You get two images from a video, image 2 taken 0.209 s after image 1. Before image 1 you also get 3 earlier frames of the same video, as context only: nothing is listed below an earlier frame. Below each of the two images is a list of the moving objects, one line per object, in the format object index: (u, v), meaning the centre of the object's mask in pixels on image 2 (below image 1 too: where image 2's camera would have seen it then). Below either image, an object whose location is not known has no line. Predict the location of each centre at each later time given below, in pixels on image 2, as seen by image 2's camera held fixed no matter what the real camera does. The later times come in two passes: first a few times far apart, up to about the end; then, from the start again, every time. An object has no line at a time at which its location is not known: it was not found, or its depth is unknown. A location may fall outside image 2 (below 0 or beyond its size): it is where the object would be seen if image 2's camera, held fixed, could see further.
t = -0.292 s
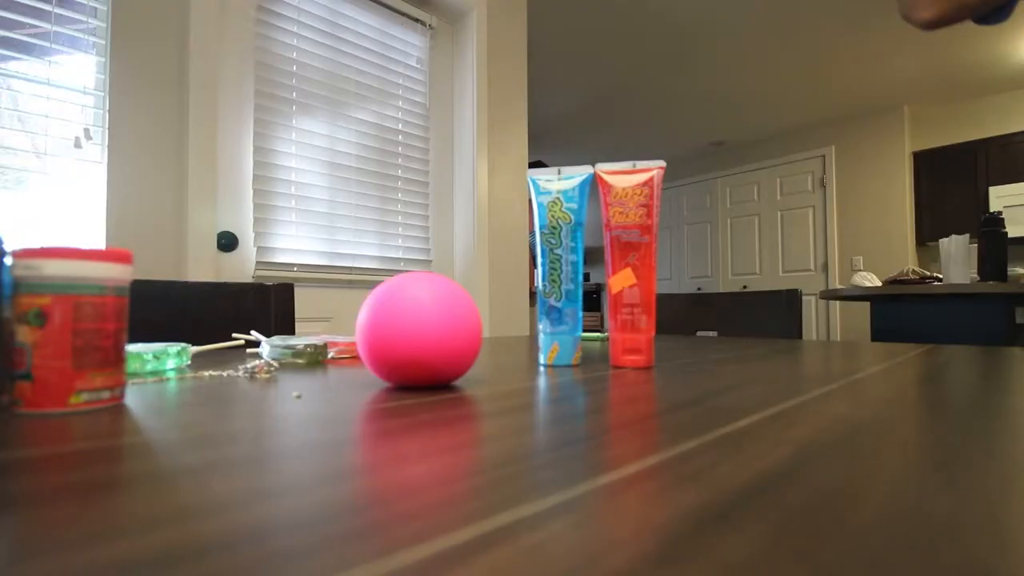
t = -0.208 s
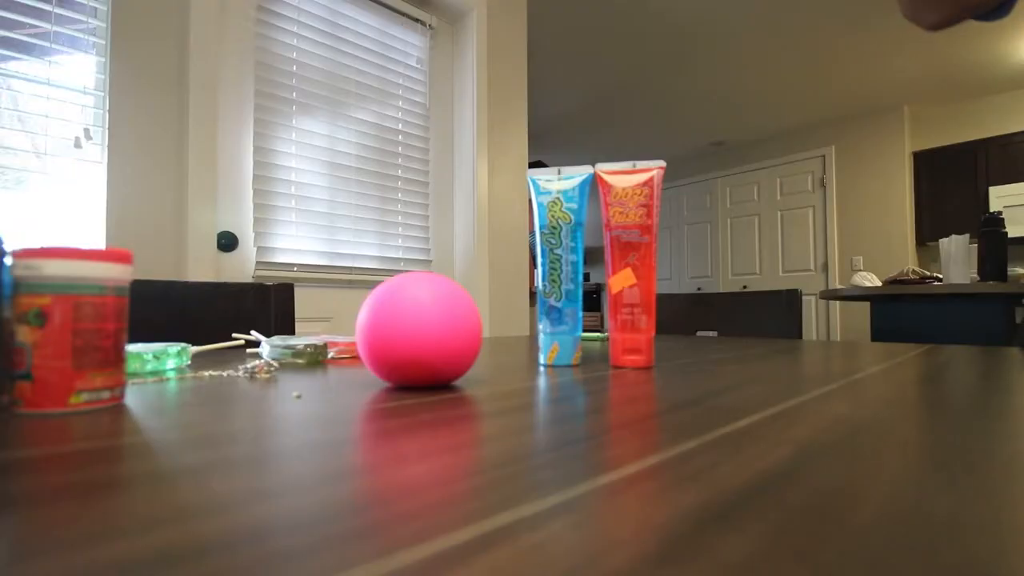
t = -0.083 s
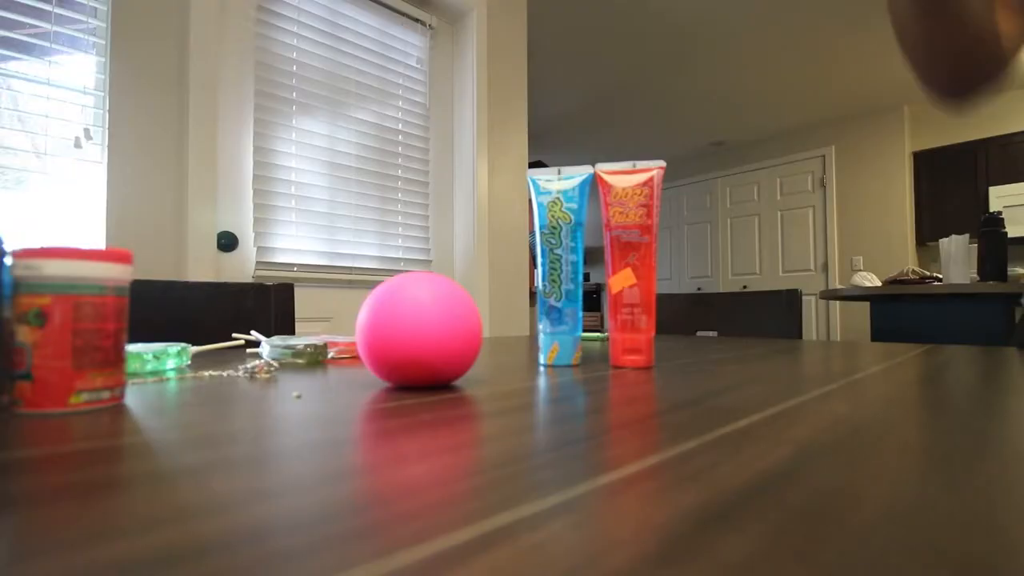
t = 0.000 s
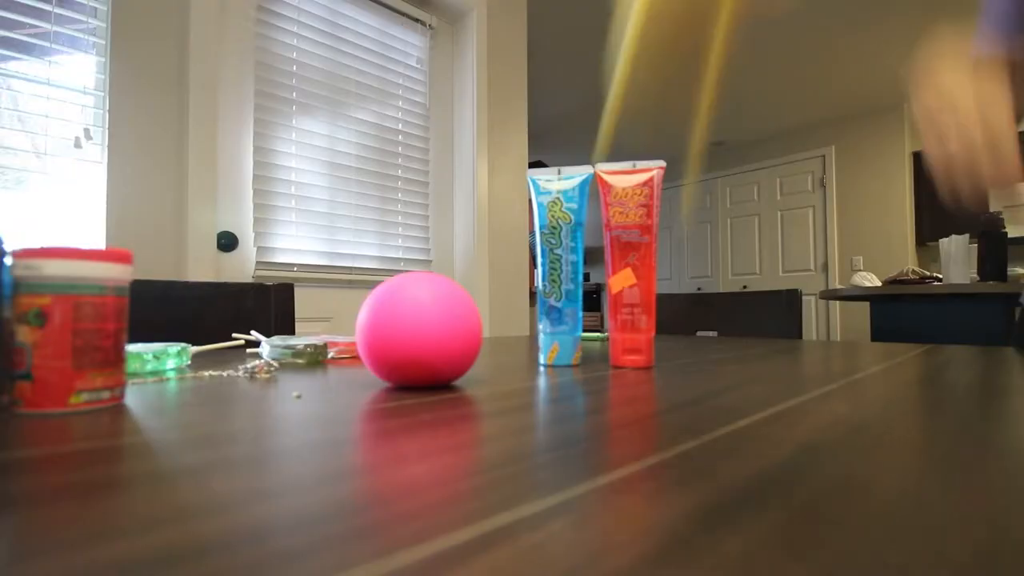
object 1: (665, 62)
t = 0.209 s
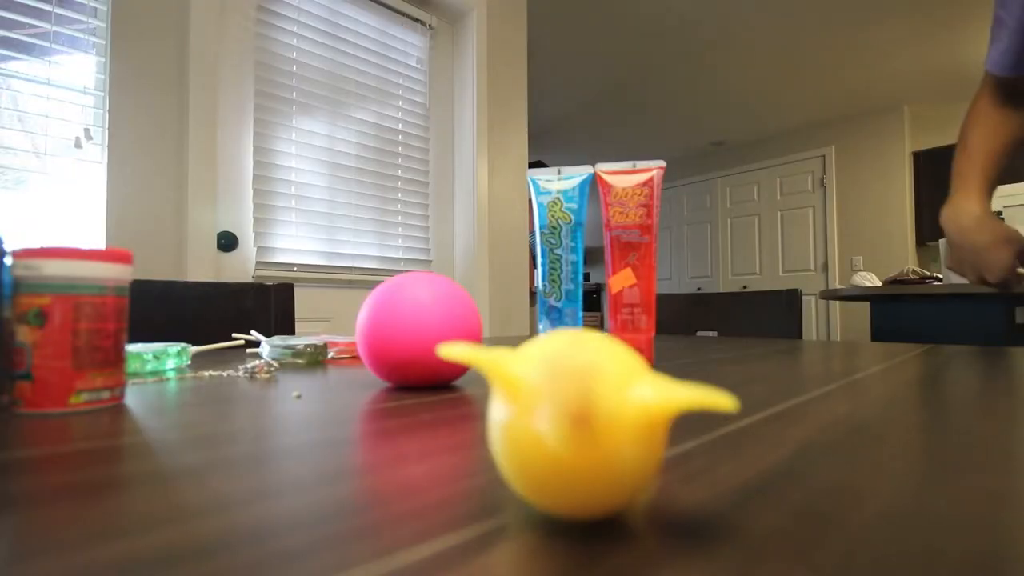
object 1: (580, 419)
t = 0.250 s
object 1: (580, 420)
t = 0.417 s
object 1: (590, 422)
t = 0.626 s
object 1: (636, 437)
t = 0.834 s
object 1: (668, 451)
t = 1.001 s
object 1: (666, 452)
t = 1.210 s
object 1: (665, 453)
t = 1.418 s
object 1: (665, 453)
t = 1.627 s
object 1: (665, 453)
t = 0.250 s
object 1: (580, 420)
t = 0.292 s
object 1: (579, 422)
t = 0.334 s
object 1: (581, 422)
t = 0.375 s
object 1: (584, 422)
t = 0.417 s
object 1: (590, 422)
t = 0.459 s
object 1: (596, 423)
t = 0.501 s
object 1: (605, 425)
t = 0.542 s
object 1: (615, 427)
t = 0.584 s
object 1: (626, 432)
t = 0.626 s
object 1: (636, 437)
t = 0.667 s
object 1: (647, 444)
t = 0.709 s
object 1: (656, 448)
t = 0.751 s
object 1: (663, 451)
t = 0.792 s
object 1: (669, 452)
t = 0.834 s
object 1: (668, 451)
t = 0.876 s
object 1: (665, 451)
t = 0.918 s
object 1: (666, 450)
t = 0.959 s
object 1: (667, 452)
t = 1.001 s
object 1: (666, 452)
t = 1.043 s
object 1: (666, 452)
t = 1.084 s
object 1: (666, 453)
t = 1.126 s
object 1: (666, 453)
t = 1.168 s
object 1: (666, 453)
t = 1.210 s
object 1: (665, 453)
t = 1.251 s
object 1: (665, 453)
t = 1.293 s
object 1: (666, 453)
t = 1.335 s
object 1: (666, 453)
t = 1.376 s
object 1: (665, 453)
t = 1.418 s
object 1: (665, 453)
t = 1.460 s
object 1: (665, 453)
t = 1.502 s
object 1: (665, 453)
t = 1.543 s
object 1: (665, 453)
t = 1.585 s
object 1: (665, 453)
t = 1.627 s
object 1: (665, 453)
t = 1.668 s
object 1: (665, 453)
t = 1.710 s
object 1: (666, 453)
